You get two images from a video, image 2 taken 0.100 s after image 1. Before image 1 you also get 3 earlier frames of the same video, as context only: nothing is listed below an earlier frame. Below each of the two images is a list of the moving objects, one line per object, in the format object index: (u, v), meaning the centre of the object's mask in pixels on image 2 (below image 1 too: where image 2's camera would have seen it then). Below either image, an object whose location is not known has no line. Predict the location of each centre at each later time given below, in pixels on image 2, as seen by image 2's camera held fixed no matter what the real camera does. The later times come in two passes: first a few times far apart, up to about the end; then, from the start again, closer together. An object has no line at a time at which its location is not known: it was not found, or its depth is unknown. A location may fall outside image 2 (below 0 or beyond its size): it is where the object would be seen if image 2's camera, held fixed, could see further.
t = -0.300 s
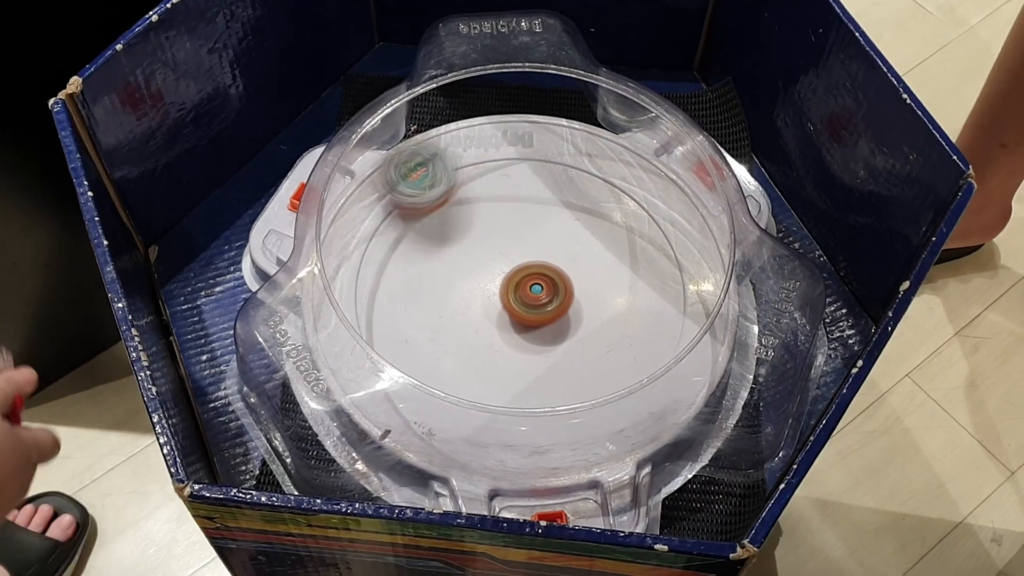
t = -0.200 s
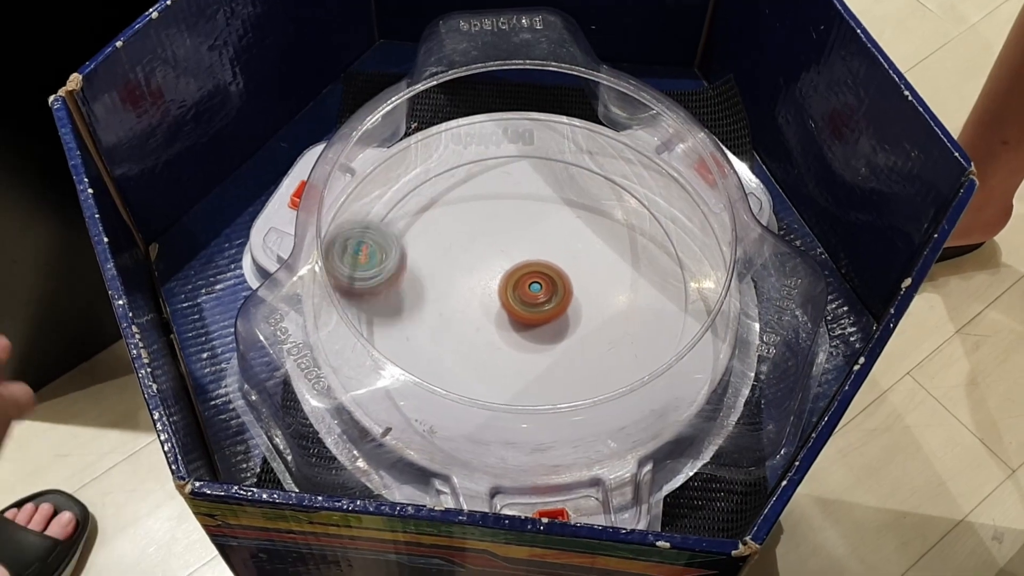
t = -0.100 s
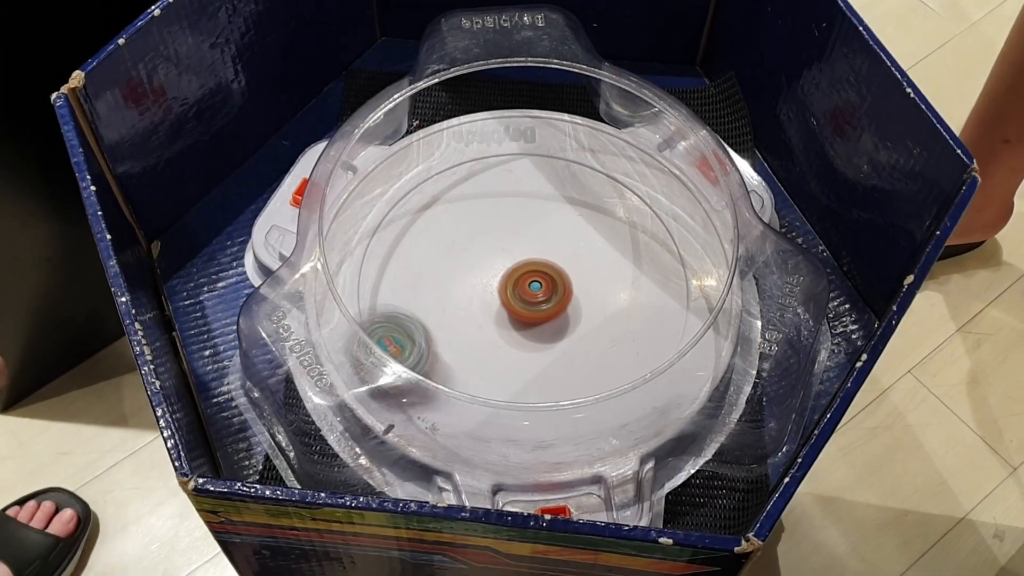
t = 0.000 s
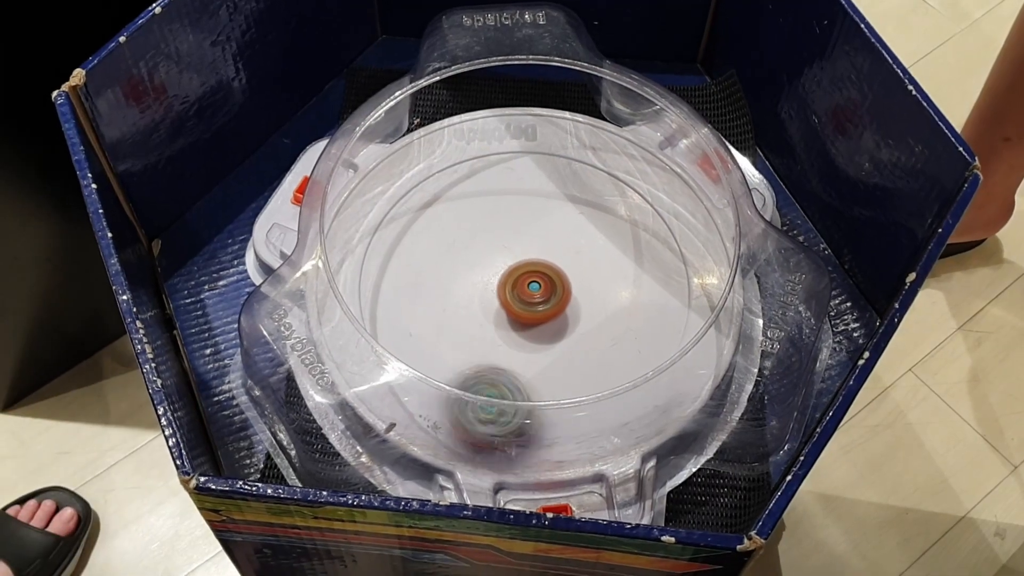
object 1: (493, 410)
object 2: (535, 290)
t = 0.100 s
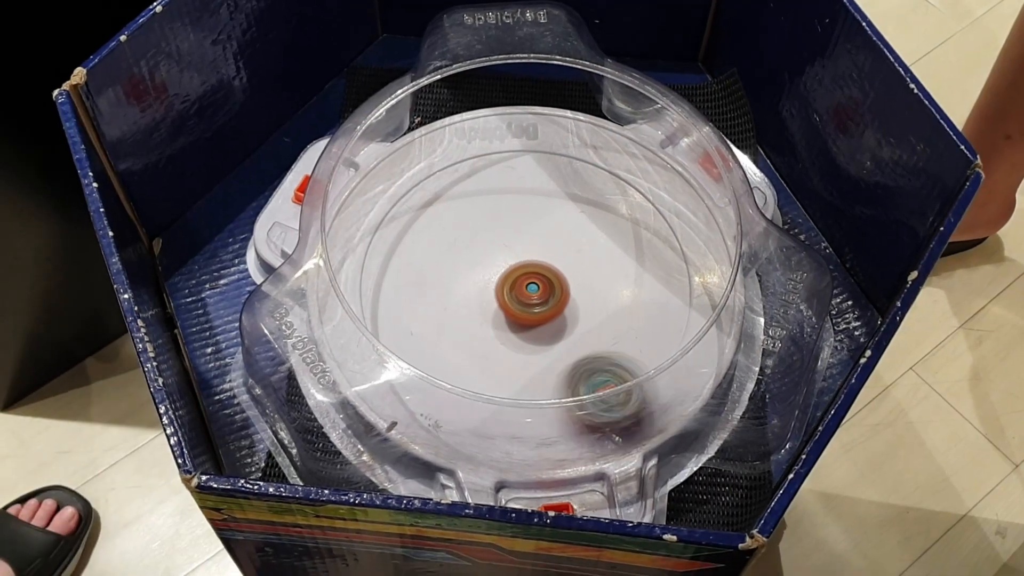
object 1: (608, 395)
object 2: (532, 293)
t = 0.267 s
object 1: (686, 271)
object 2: (527, 294)
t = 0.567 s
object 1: (456, 150)
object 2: (520, 289)
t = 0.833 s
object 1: (407, 363)
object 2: (510, 286)
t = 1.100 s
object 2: (507, 285)
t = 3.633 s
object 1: (385, 207)
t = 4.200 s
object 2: (534, 280)
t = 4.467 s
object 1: (557, 142)
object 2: (530, 282)
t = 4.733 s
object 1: (370, 238)
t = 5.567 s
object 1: (532, 140)
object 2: (515, 277)
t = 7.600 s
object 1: (647, 209)
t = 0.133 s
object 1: (637, 379)
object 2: (531, 293)
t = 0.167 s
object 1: (660, 356)
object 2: (530, 294)
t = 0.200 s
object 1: (678, 329)
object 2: (529, 295)
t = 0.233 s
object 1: (681, 297)
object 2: (528, 295)
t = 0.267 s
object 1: (686, 271)
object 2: (527, 294)
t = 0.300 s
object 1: (679, 239)
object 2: (527, 294)
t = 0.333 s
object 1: (666, 210)
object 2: (526, 294)
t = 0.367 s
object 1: (647, 186)
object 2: (525, 293)
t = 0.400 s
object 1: (622, 166)
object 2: (525, 292)
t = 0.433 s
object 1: (592, 152)
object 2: (524, 292)
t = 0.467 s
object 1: (558, 142)
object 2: (523, 291)
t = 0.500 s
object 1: (524, 137)
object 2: (522, 290)
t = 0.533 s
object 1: (491, 140)
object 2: (521, 290)
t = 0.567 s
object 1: (456, 150)
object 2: (520, 289)
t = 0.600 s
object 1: (426, 166)
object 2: (518, 289)
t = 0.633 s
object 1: (401, 188)
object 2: (517, 288)
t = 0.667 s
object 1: (381, 215)
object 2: (515, 288)
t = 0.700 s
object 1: (370, 245)
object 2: (514, 287)
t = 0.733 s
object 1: (370, 274)
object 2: (513, 287)
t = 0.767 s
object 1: (379, 302)
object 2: (512, 287)
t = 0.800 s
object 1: (385, 335)
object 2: (511, 286)
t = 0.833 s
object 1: (407, 363)
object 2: (510, 286)
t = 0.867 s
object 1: (439, 388)
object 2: (509, 286)
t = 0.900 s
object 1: (471, 404)
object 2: (509, 286)
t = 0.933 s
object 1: (506, 409)
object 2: (508, 286)
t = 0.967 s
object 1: (542, 409)
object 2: (508, 286)
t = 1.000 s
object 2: (507, 286)
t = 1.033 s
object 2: (507, 286)
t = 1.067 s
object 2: (507, 285)
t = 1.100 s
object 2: (507, 285)
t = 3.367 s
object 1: (598, 154)
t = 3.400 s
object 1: (571, 144)
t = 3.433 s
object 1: (541, 138)
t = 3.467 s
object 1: (510, 137)
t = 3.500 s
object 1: (481, 142)
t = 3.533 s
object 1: (452, 152)
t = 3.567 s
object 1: (425, 167)
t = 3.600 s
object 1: (403, 185)
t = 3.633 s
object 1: (385, 207)
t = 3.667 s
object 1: (372, 232)
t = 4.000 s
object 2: (536, 277)
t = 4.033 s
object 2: (536, 278)
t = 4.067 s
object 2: (535, 278)
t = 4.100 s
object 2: (535, 279)
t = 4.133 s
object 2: (534, 279)
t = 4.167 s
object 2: (534, 280)
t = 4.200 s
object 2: (534, 280)
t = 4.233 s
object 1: (684, 274)
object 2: (533, 280)
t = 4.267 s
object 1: (678, 244)
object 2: (533, 280)
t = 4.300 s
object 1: (669, 219)
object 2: (532, 281)
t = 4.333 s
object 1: (653, 197)
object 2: (532, 281)
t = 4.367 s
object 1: (635, 178)
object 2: (531, 281)
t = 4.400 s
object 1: (610, 162)
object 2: (531, 282)
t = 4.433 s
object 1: (584, 150)
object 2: (530, 282)
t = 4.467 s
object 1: (557, 142)
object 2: (530, 282)
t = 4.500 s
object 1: (528, 139)
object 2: (529, 282)
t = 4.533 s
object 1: (499, 139)
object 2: (529, 283)
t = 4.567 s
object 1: (470, 145)
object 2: (529, 283)
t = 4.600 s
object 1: (442, 157)
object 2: (528, 283)
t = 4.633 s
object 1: (418, 171)
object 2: (528, 283)
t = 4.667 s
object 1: (397, 192)
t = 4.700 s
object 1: (381, 214)
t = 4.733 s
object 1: (370, 238)
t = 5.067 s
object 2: (521, 282)
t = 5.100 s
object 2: (521, 281)
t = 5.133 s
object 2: (520, 281)
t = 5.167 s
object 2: (520, 281)
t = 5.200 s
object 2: (519, 280)
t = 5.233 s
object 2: (519, 280)
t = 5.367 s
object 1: (665, 220)
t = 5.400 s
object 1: (649, 197)
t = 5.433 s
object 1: (631, 180)
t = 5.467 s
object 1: (609, 164)
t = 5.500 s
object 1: (585, 154)
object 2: (516, 277)
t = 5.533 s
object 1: (558, 145)
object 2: (515, 277)
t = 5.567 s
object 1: (532, 140)
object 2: (515, 277)
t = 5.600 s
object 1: (504, 141)
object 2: (515, 277)
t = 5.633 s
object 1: (476, 147)
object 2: (515, 277)
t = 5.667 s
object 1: (450, 155)
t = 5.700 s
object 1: (425, 168)
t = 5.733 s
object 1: (403, 186)
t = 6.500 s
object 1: (646, 196)
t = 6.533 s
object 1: (628, 179)
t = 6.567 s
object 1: (605, 165)
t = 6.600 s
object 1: (581, 155)
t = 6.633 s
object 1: (555, 148)
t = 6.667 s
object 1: (531, 145)
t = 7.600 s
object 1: (647, 209)
